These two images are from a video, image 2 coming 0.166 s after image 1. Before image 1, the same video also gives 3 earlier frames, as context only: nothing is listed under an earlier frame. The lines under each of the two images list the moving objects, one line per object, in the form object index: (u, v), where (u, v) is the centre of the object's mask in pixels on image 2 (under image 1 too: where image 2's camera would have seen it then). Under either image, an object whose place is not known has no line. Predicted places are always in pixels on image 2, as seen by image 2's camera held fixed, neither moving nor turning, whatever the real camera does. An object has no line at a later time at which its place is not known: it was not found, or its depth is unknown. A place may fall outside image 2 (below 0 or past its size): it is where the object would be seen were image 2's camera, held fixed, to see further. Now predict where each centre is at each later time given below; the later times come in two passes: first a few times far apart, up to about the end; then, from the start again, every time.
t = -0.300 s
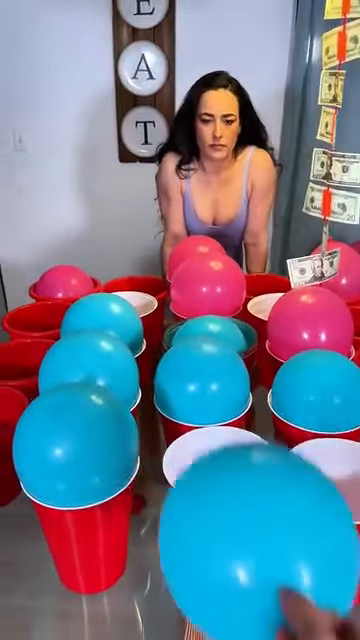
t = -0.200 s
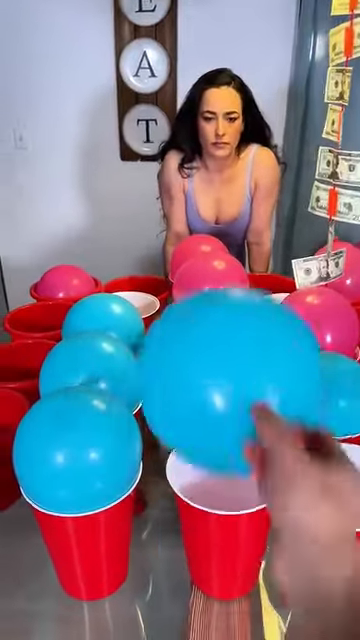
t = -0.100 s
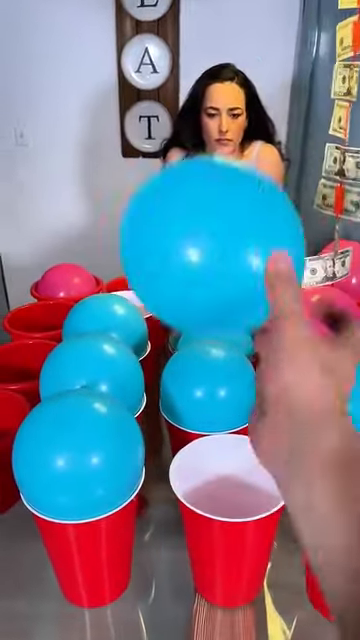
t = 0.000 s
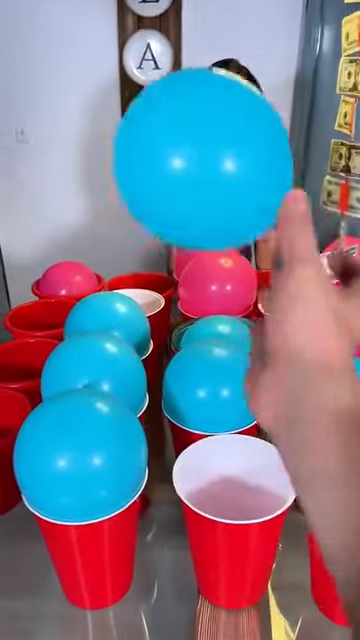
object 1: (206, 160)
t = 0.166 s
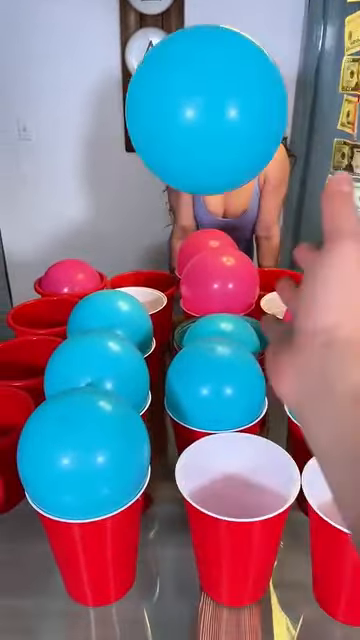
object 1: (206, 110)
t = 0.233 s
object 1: (204, 106)
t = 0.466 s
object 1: (198, 125)
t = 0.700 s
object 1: (194, 197)
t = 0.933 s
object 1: (213, 276)
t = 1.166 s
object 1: (246, 362)
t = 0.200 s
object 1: (206, 108)
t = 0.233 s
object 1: (204, 106)
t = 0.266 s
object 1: (202, 106)
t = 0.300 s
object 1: (201, 107)
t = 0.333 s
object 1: (201, 109)
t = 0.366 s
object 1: (201, 111)
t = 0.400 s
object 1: (200, 115)
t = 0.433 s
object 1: (199, 120)
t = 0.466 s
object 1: (198, 125)
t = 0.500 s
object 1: (197, 132)
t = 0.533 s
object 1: (195, 141)
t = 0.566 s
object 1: (194, 151)
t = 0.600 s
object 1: (194, 161)
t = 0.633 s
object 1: (193, 172)
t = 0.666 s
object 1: (194, 185)
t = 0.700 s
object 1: (194, 197)
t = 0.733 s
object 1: (196, 210)
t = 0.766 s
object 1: (198, 222)
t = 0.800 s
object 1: (200, 233)
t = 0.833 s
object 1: (203, 244)
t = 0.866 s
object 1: (206, 254)
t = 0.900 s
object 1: (209, 265)
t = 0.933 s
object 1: (213, 276)
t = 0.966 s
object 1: (216, 287)
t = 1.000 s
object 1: (219, 298)
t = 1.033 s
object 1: (223, 311)
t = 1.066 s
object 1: (228, 323)
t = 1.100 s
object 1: (233, 336)
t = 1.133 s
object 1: (240, 348)
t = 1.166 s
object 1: (246, 362)
